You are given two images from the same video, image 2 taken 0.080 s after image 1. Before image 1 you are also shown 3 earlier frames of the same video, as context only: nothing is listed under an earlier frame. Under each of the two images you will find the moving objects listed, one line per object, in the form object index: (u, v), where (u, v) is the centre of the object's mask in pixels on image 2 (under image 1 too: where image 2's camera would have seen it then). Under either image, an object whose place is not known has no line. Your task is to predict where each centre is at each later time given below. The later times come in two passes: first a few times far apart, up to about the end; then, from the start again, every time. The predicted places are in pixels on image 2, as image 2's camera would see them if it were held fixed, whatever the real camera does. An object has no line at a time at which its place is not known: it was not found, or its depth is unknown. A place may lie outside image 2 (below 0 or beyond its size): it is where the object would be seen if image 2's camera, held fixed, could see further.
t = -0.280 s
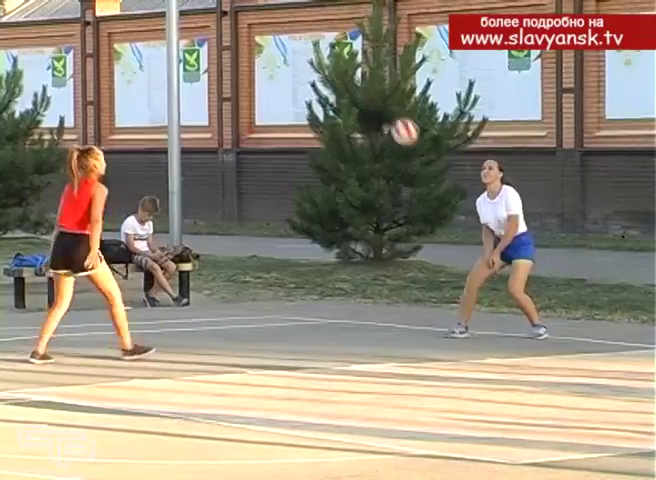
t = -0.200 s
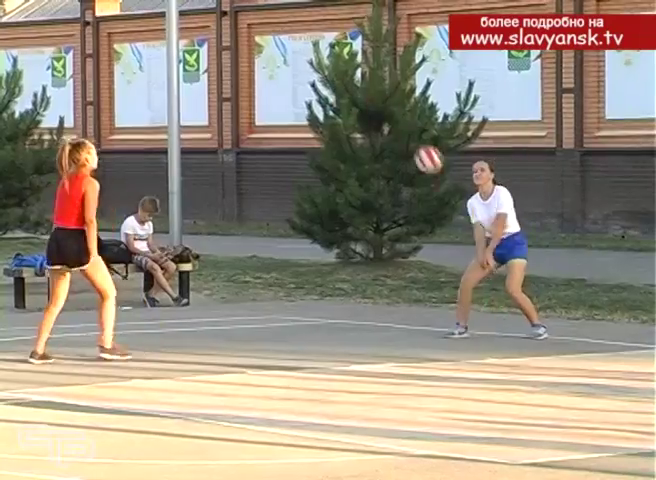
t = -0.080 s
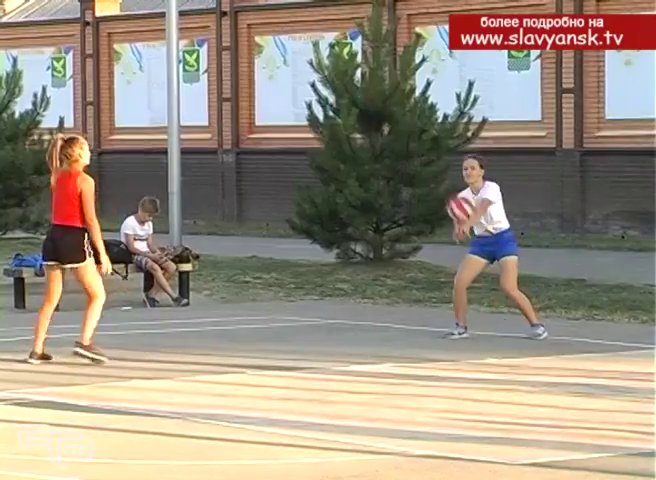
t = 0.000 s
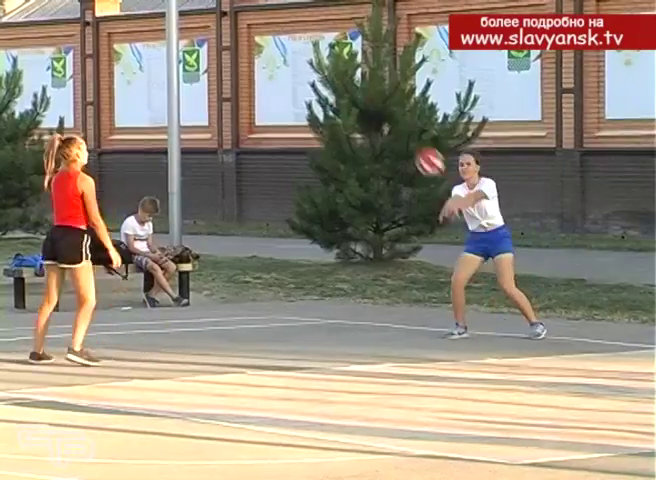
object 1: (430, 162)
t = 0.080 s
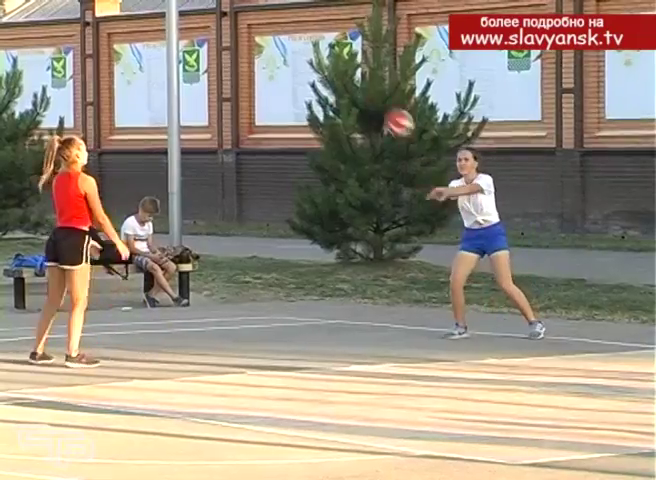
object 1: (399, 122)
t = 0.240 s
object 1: (339, 68)
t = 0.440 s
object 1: (265, 45)
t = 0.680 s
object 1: (177, 85)
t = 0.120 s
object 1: (384, 106)
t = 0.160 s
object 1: (369, 92)
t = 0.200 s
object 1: (355, 79)
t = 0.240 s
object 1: (339, 68)
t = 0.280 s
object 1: (323, 60)
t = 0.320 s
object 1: (307, 53)
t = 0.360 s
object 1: (292, 48)
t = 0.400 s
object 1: (278, 45)
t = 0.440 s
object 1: (265, 45)
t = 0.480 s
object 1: (251, 46)
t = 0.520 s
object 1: (236, 49)
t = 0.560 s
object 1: (221, 55)
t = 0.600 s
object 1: (206, 63)
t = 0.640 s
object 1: (192, 73)
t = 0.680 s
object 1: (177, 85)
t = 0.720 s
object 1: (163, 98)
